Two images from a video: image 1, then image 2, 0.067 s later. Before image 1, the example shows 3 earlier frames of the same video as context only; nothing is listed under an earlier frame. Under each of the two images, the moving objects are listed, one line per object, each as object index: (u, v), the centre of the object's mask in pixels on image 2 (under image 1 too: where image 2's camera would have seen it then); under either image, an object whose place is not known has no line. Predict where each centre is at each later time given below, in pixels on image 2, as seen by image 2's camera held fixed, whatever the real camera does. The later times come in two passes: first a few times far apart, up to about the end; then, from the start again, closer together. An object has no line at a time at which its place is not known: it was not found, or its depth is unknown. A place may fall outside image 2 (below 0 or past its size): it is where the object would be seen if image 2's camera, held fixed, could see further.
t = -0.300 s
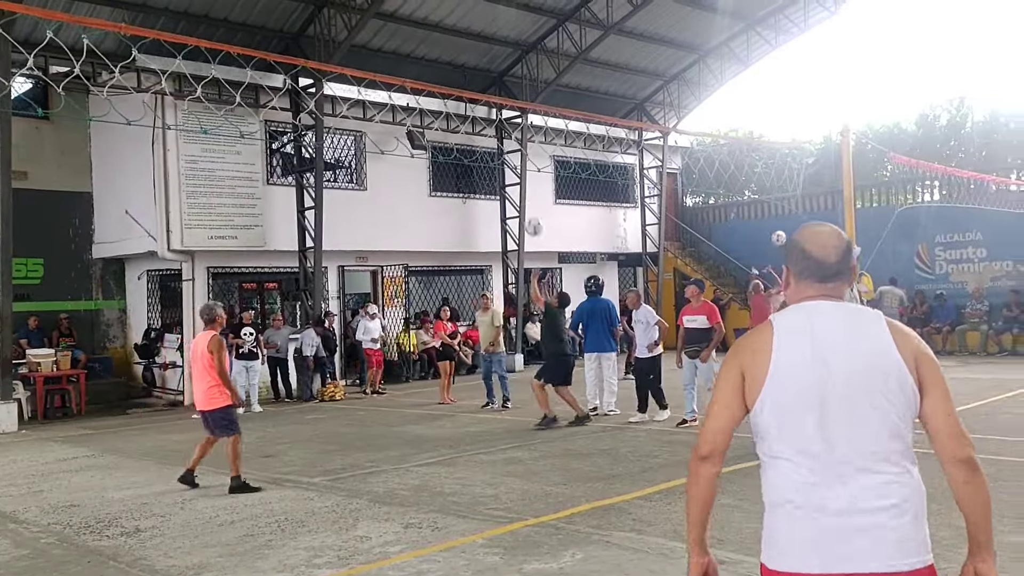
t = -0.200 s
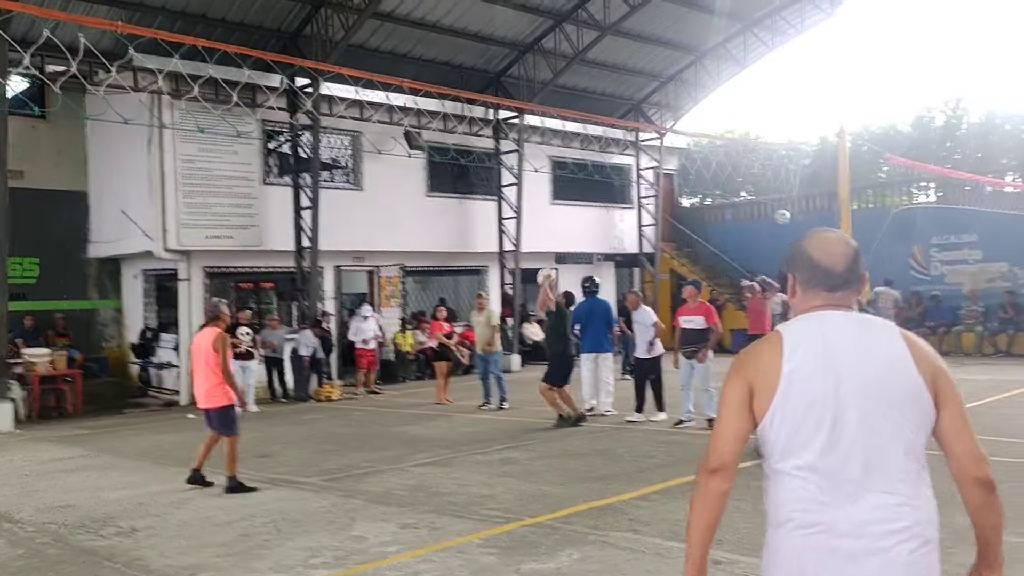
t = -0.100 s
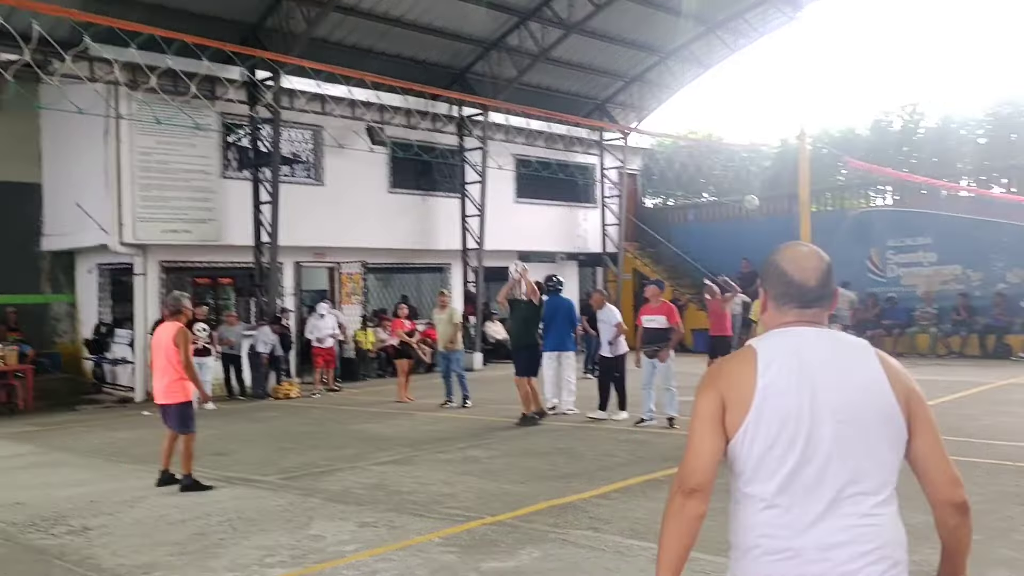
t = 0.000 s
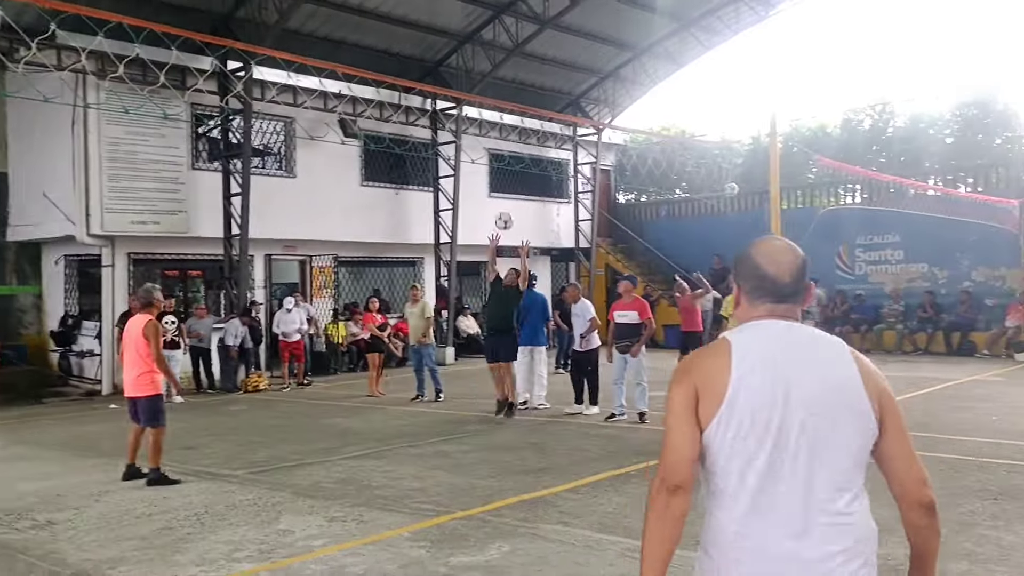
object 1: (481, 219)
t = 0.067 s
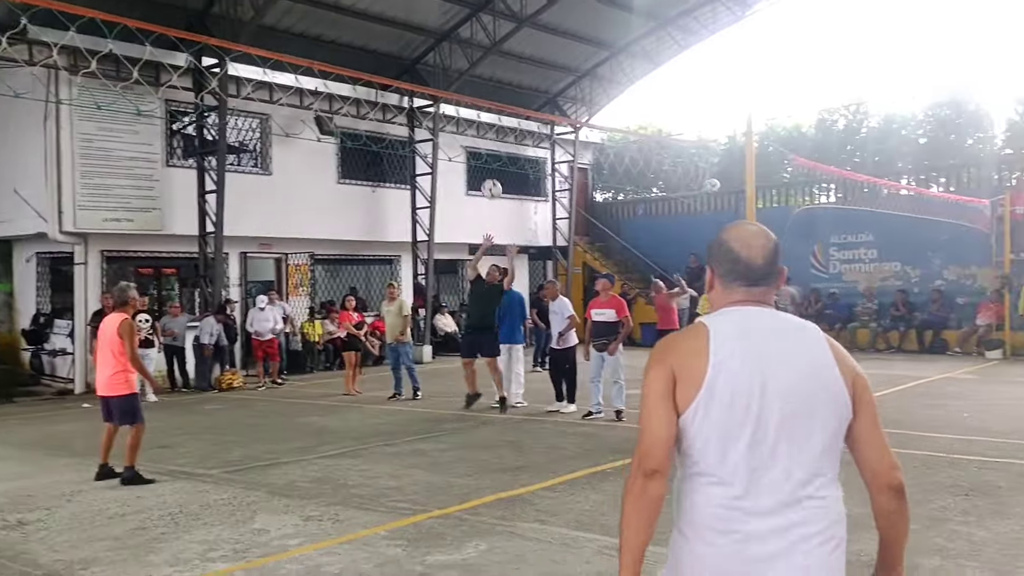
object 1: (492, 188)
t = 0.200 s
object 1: (514, 137)
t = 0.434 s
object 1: (564, 74)
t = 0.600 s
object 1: (609, 57)
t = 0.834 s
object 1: (686, 88)
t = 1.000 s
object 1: (760, 165)
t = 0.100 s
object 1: (497, 176)
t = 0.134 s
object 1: (502, 162)
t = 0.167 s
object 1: (508, 149)
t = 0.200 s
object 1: (514, 137)
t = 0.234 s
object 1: (520, 126)
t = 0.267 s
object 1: (527, 115)
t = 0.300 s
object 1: (534, 103)
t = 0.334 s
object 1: (540, 96)
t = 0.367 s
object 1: (548, 87)
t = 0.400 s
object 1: (556, 80)
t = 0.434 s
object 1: (564, 74)
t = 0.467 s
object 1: (572, 68)
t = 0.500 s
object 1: (581, 64)
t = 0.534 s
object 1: (590, 60)
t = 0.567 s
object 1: (599, 58)
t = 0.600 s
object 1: (609, 57)
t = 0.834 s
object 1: (686, 88)
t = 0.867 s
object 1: (700, 99)
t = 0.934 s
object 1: (729, 130)
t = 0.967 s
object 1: (744, 144)
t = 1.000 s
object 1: (760, 165)
